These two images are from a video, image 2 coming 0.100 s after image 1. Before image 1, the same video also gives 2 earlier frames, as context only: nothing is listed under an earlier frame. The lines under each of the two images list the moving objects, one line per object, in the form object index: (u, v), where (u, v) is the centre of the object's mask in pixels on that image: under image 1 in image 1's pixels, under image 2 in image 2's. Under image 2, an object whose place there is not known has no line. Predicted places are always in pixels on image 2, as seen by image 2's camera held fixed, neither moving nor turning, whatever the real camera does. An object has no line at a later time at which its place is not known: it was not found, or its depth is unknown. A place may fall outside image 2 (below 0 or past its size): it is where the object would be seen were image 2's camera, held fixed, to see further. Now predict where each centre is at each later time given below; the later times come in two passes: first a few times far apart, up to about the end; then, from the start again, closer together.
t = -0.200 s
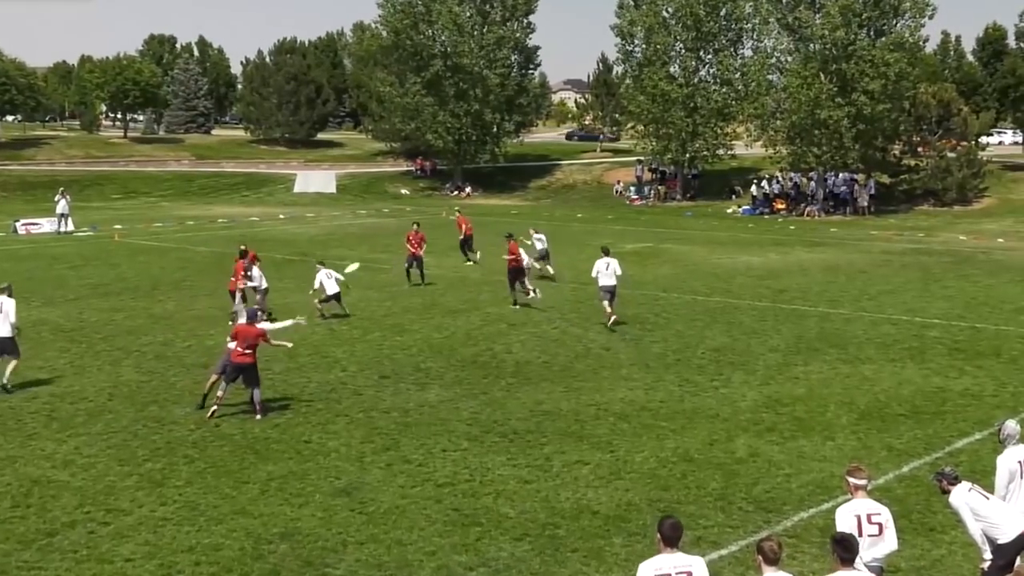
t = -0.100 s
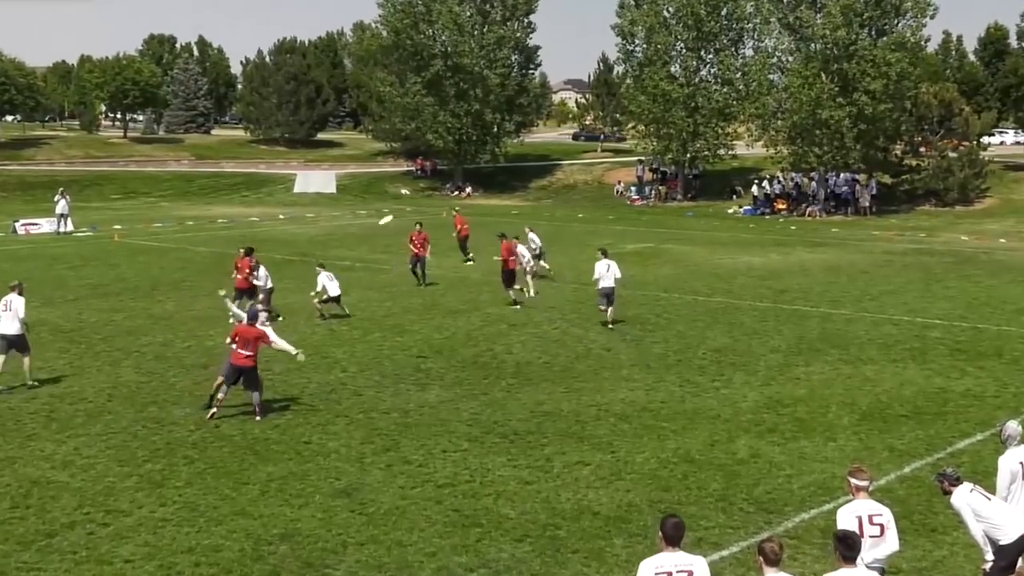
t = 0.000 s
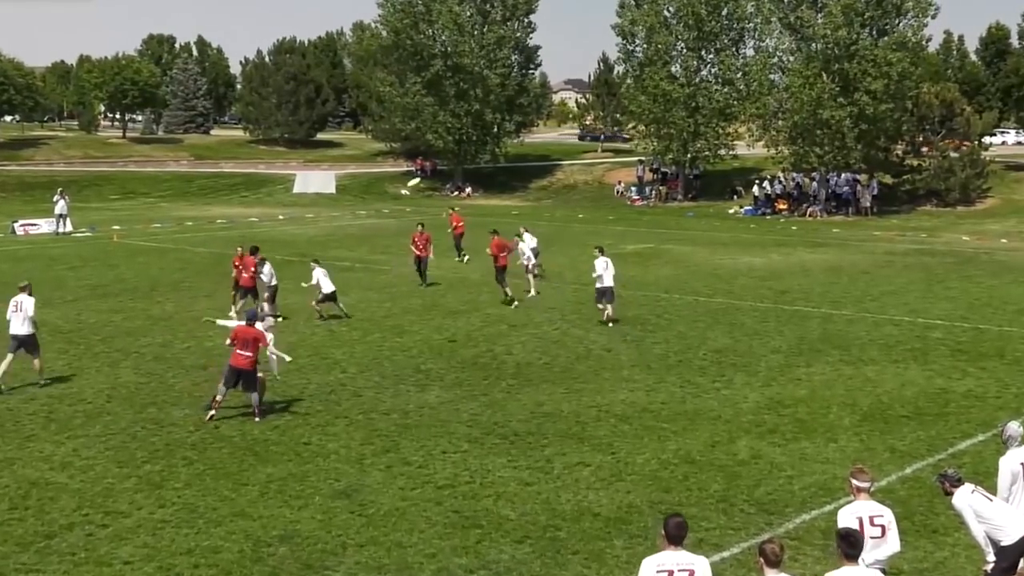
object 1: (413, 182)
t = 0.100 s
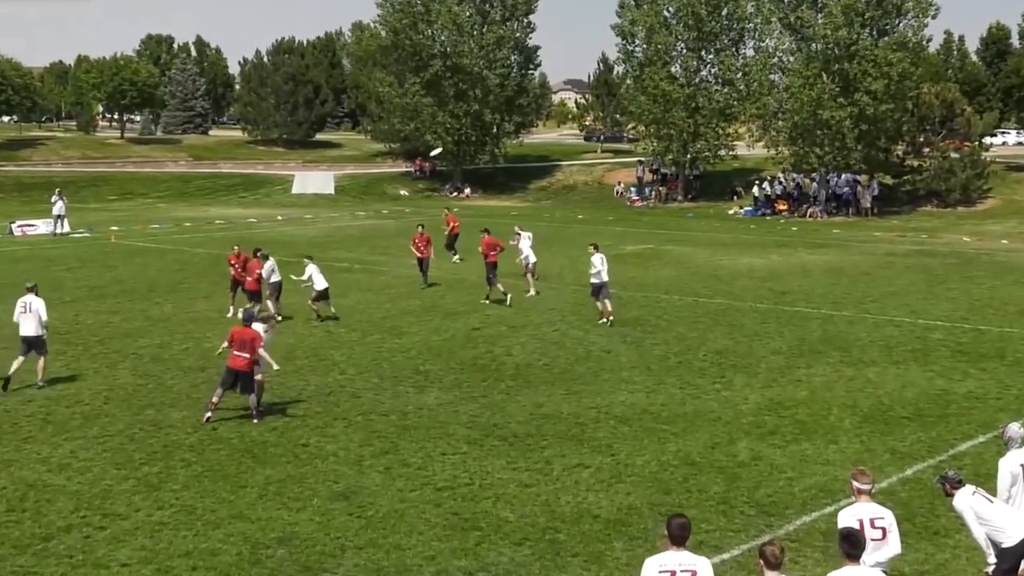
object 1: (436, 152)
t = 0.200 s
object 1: (454, 126)
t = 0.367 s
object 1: (476, 92)
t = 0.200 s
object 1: (454, 126)
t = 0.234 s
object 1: (459, 119)
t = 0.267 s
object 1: (464, 113)
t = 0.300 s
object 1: (468, 107)
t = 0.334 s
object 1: (472, 101)
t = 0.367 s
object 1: (476, 92)
